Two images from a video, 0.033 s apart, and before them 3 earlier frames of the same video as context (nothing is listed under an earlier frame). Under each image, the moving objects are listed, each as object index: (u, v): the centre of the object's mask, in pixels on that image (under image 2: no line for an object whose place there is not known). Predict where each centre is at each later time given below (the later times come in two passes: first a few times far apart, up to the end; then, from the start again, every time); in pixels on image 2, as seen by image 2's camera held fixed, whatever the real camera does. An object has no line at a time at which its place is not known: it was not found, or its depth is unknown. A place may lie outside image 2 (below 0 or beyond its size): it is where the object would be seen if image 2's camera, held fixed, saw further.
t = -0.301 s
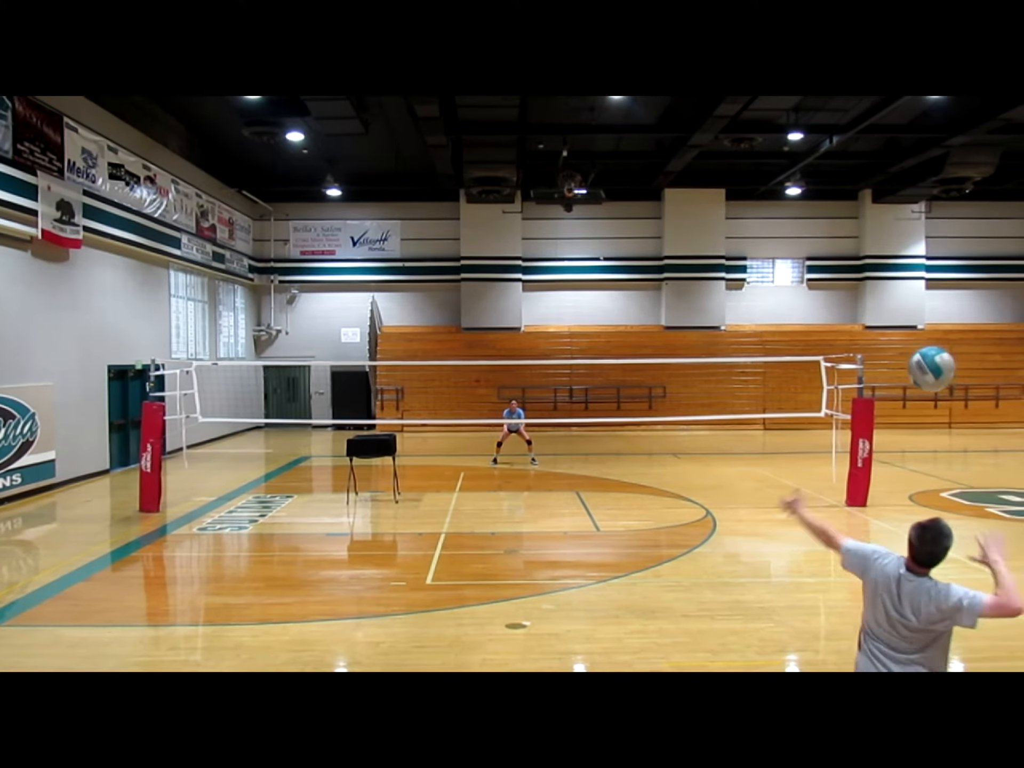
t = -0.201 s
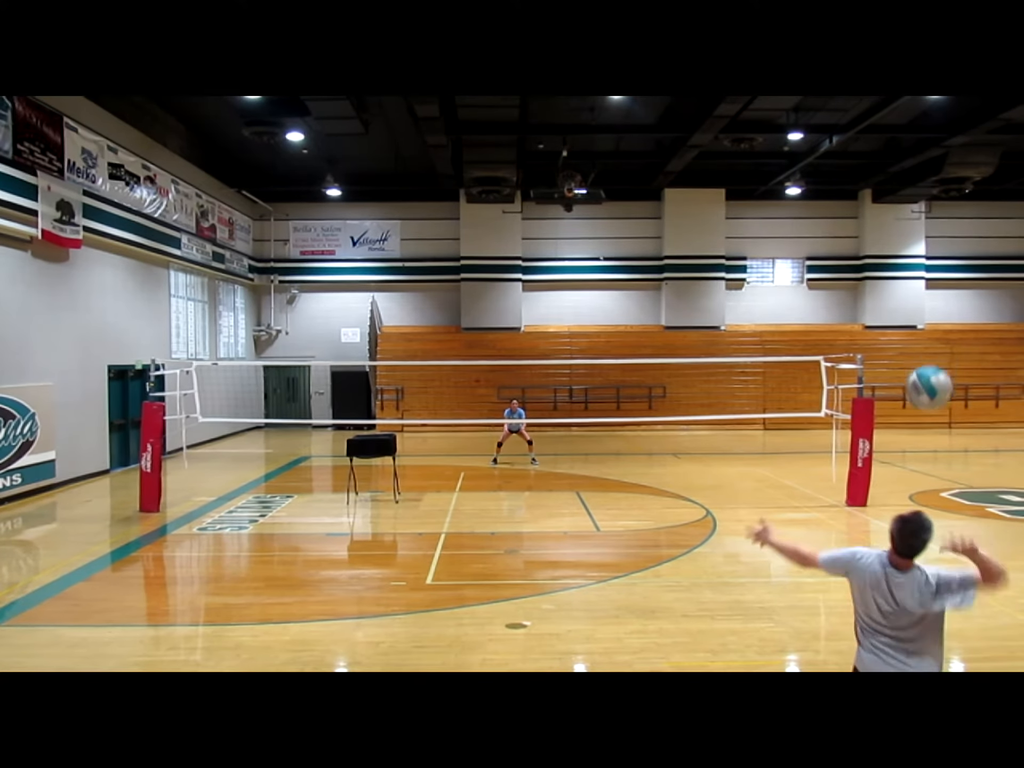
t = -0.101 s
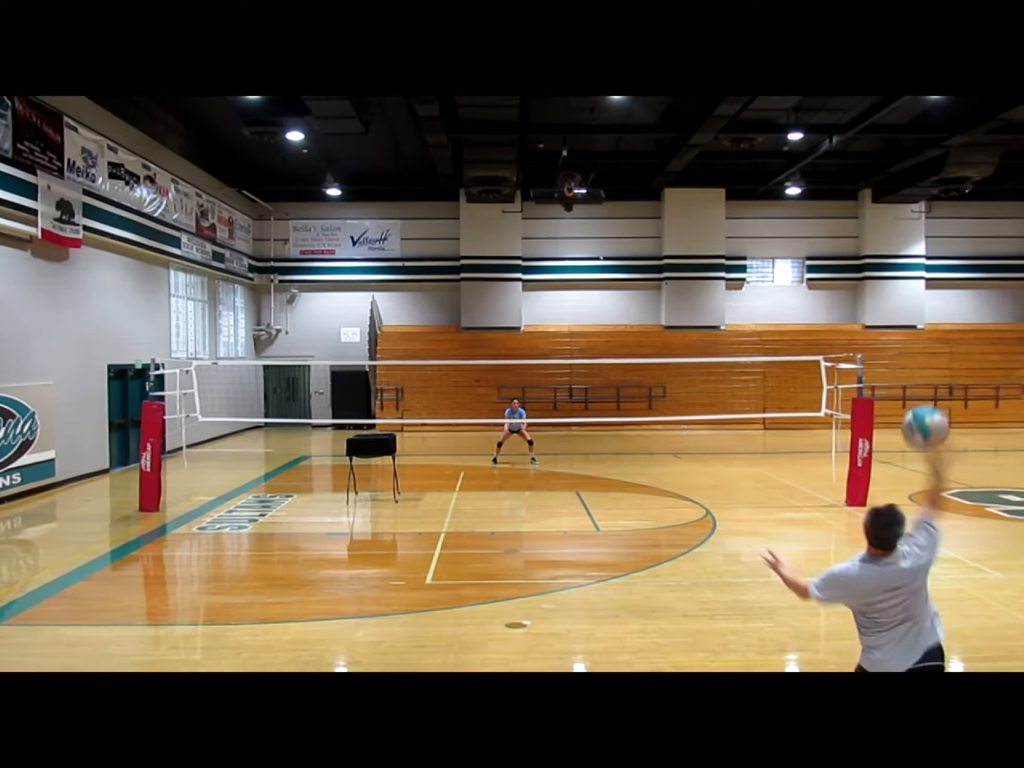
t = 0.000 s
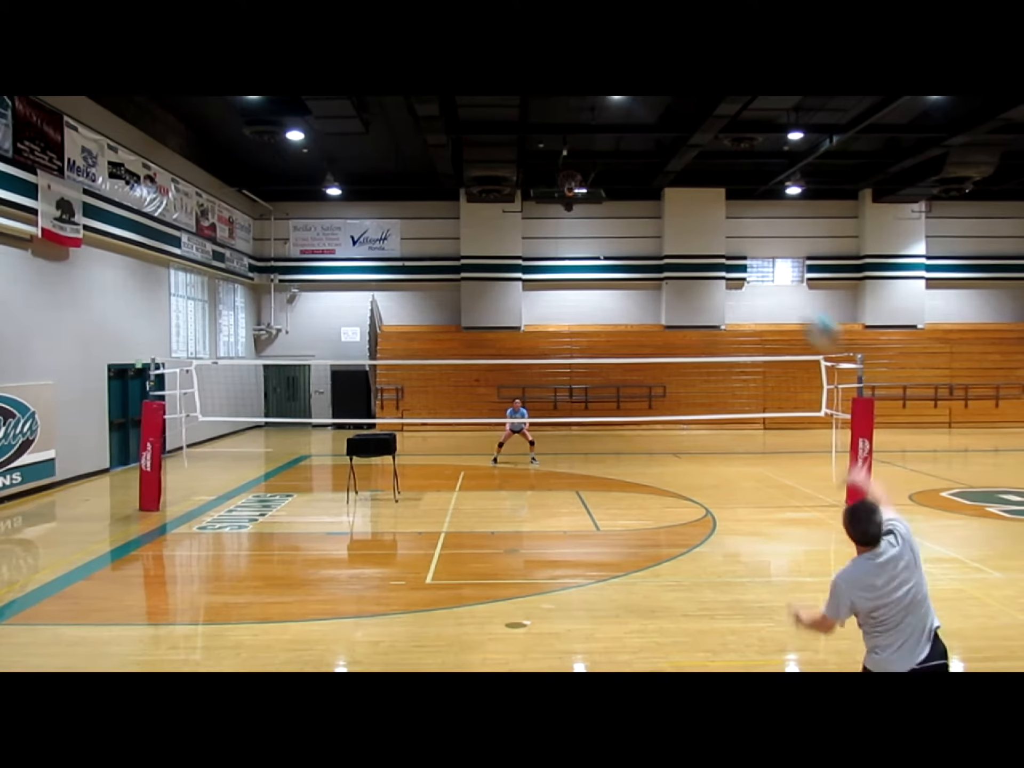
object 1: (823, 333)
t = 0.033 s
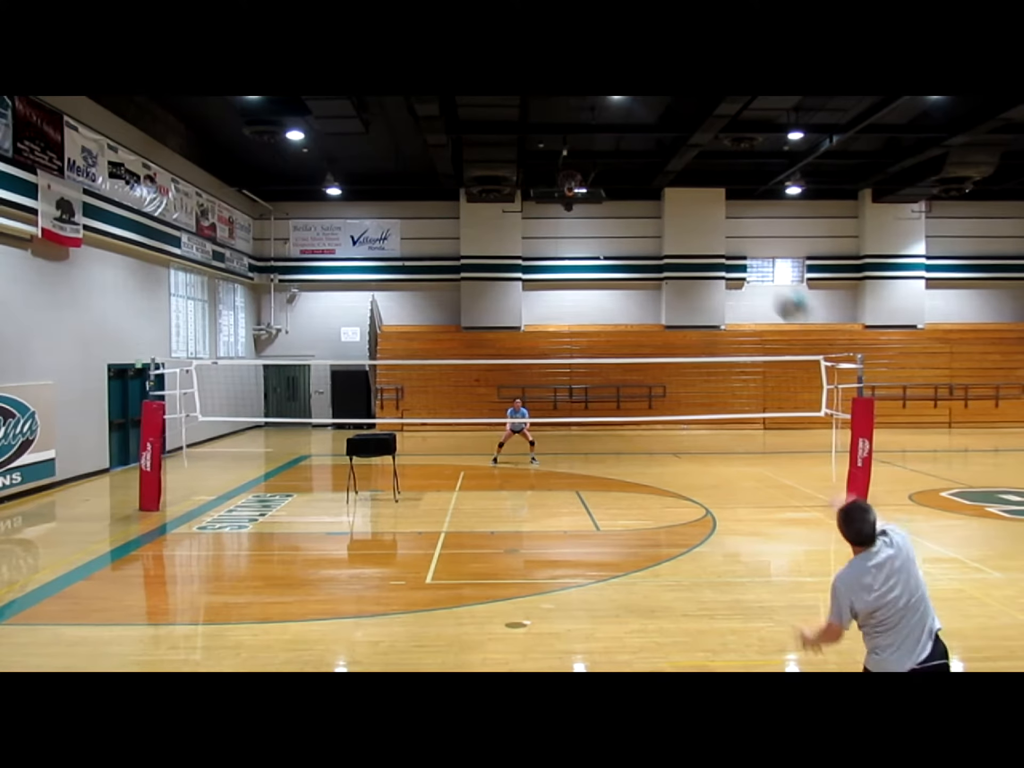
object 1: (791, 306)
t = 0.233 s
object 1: (684, 226)
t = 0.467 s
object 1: (617, 221)
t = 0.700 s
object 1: (576, 255)
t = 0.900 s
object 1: (554, 304)
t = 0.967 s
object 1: (548, 322)
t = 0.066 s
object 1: (767, 288)
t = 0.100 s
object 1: (745, 267)
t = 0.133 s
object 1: (730, 257)
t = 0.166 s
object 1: (712, 244)
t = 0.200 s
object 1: (697, 232)
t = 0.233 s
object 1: (684, 226)
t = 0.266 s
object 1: (673, 221)
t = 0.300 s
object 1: (661, 220)
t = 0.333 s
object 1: (652, 219)
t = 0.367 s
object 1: (642, 218)
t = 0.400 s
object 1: (633, 218)
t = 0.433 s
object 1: (624, 220)
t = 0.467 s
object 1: (617, 221)
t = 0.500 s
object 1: (610, 224)
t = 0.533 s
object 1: (603, 228)
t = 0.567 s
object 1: (597, 231)
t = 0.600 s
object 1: (592, 237)
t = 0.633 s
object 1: (586, 242)
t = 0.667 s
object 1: (581, 248)
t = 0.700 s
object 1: (576, 255)
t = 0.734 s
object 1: (572, 262)
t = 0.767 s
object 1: (568, 270)
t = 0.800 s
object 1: (564, 276)
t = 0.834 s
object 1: (561, 286)
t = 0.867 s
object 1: (557, 295)
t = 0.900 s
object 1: (554, 304)
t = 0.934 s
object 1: (551, 313)
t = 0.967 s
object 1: (548, 322)
